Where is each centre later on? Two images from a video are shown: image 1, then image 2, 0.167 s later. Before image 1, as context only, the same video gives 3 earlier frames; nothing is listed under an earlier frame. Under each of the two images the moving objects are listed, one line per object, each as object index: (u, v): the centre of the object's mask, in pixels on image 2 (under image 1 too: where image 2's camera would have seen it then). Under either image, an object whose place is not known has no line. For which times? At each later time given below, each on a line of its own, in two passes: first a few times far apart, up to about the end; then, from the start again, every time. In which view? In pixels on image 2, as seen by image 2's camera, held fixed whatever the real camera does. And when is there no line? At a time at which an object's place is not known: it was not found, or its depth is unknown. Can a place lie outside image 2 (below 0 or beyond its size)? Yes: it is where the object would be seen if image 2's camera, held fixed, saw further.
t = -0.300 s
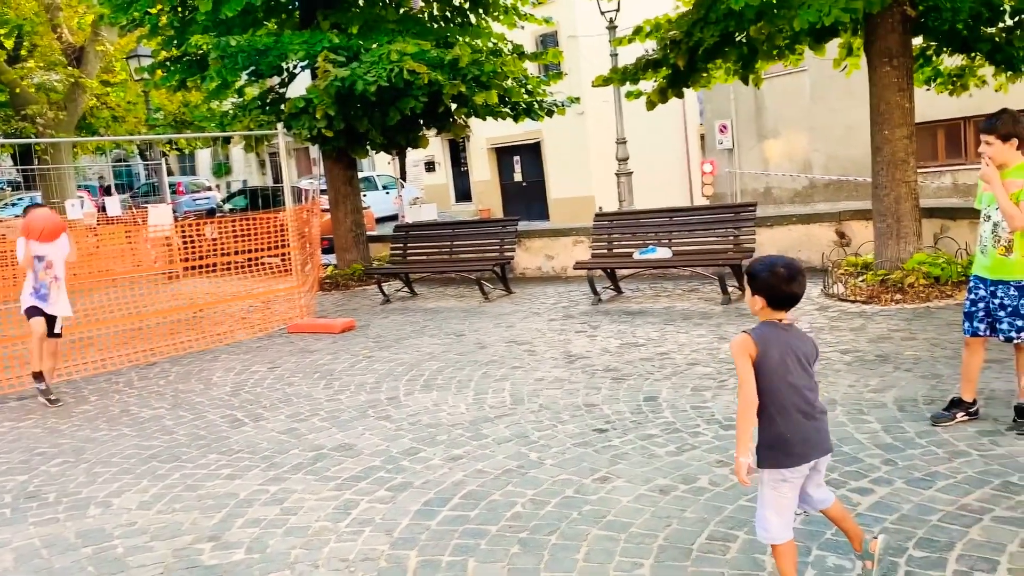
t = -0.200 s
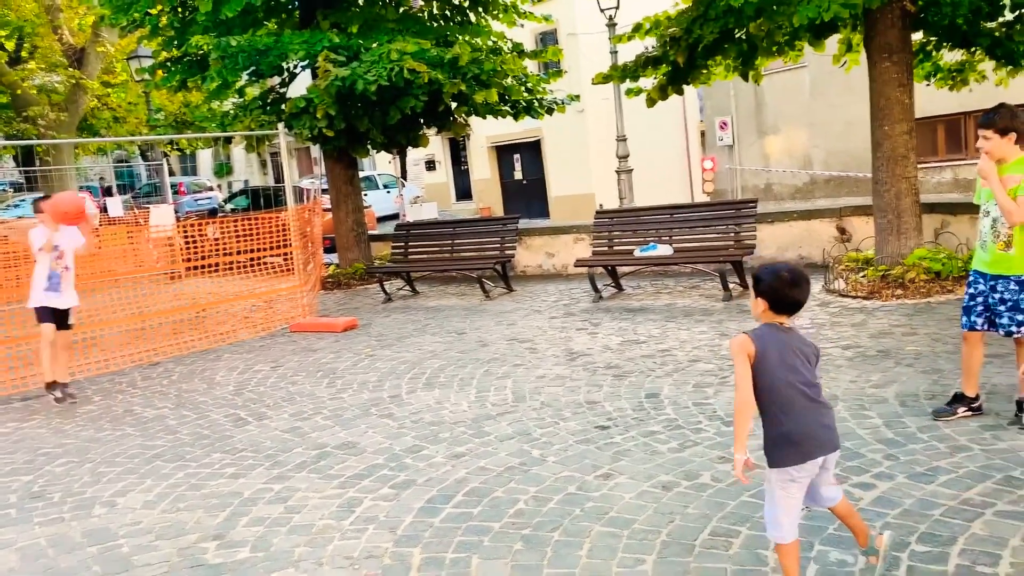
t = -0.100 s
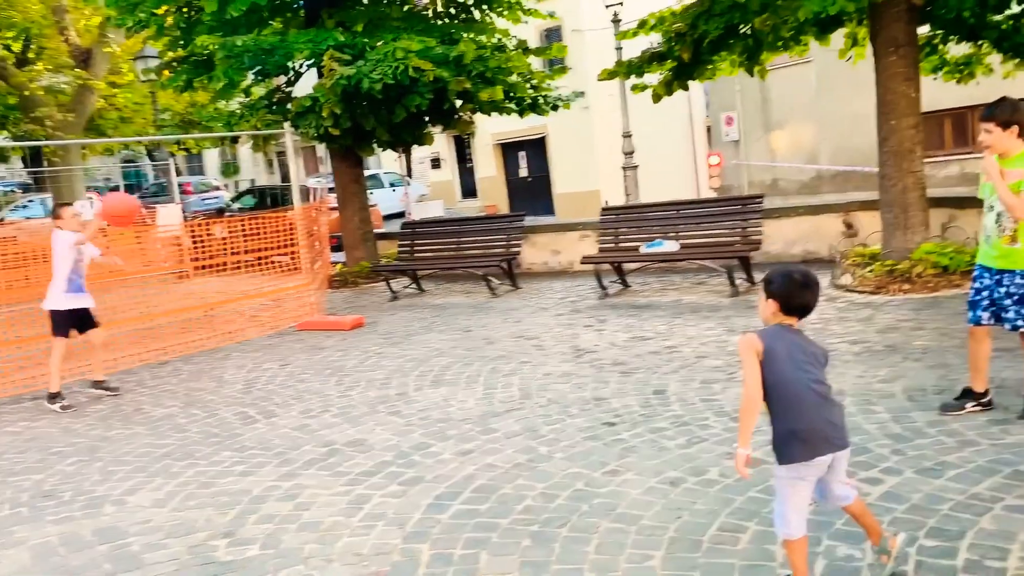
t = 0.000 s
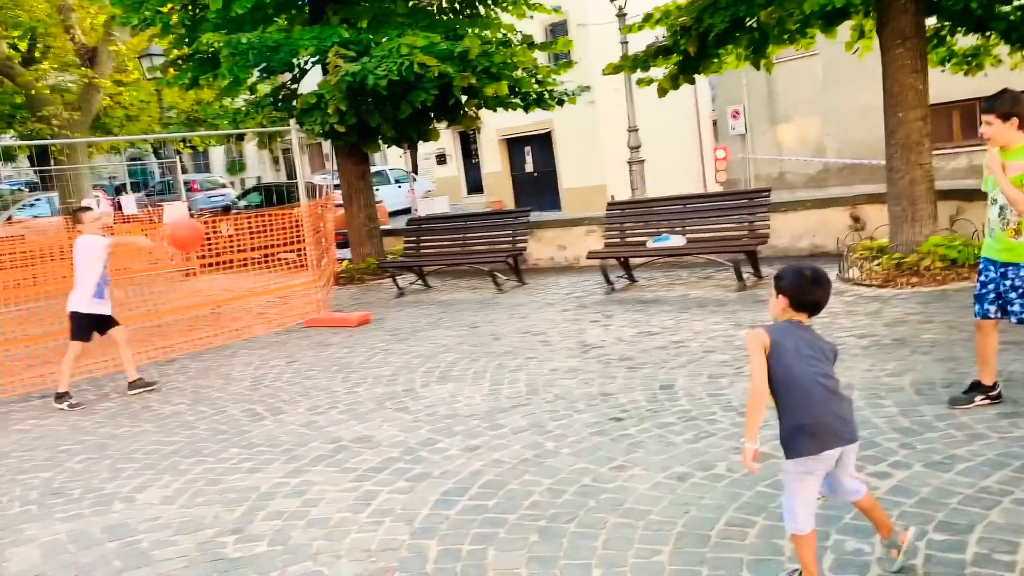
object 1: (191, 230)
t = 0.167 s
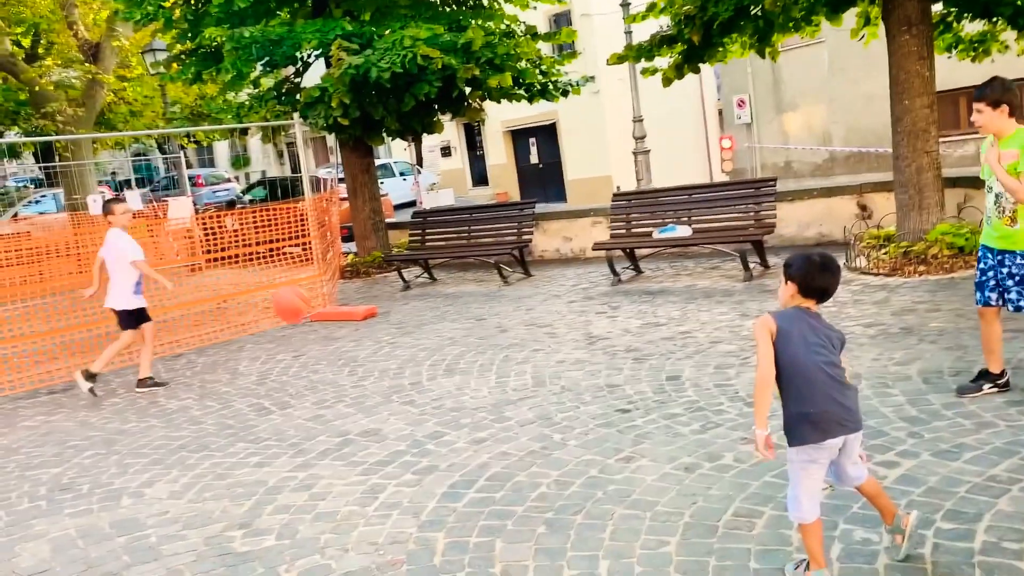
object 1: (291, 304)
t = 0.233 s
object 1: (333, 344)
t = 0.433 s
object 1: (389, 290)
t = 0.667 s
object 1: (435, 221)
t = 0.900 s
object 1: (496, 231)
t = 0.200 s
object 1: (312, 323)
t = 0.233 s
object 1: (333, 344)
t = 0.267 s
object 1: (354, 366)
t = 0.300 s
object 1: (367, 366)
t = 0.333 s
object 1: (372, 344)
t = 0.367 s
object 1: (377, 325)
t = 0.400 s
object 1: (383, 306)
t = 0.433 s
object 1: (389, 290)
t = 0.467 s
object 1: (394, 276)
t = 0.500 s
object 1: (400, 263)
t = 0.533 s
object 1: (407, 251)
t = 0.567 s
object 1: (414, 242)
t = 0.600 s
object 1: (421, 233)
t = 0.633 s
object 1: (428, 226)
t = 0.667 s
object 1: (435, 221)
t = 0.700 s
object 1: (443, 218)
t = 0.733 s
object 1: (451, 216)
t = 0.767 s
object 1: (459, 215)
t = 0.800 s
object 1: (468, 216)
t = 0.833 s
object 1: (477, 220)
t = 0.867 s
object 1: (486, 225)
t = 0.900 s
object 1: (496, 231)
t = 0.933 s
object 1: (505, 240)
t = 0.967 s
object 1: (514, 250)
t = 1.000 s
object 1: (524, 261)
